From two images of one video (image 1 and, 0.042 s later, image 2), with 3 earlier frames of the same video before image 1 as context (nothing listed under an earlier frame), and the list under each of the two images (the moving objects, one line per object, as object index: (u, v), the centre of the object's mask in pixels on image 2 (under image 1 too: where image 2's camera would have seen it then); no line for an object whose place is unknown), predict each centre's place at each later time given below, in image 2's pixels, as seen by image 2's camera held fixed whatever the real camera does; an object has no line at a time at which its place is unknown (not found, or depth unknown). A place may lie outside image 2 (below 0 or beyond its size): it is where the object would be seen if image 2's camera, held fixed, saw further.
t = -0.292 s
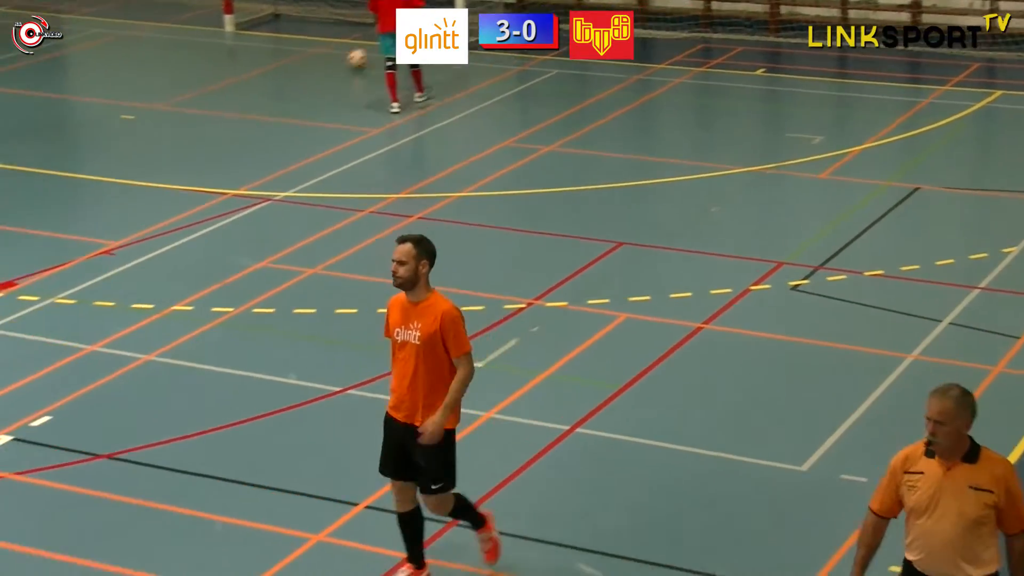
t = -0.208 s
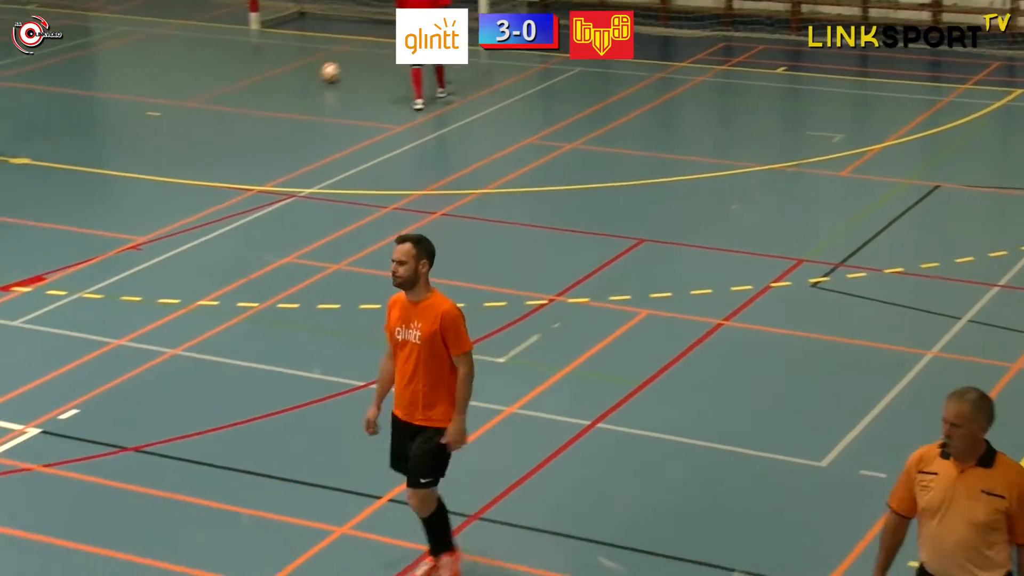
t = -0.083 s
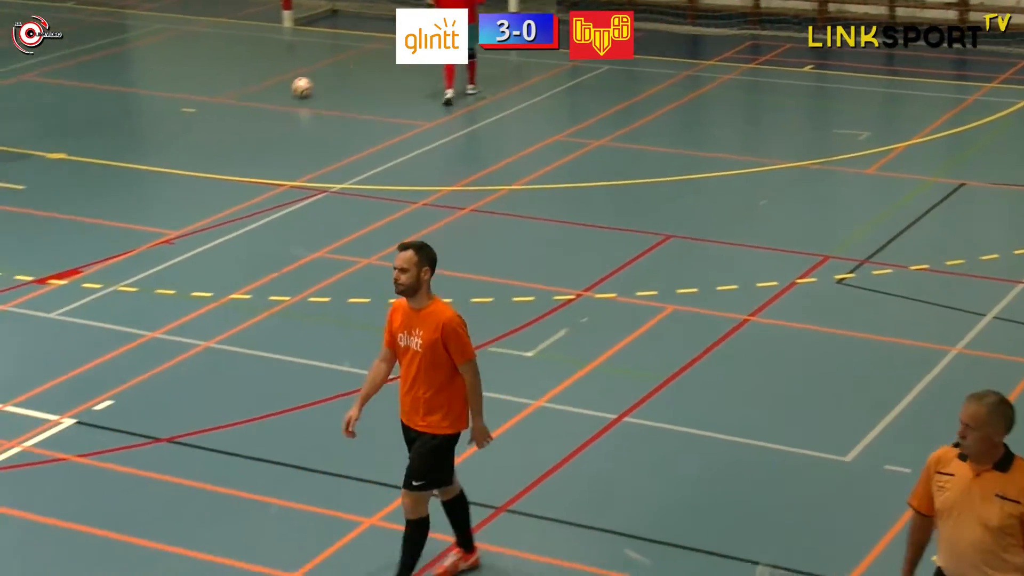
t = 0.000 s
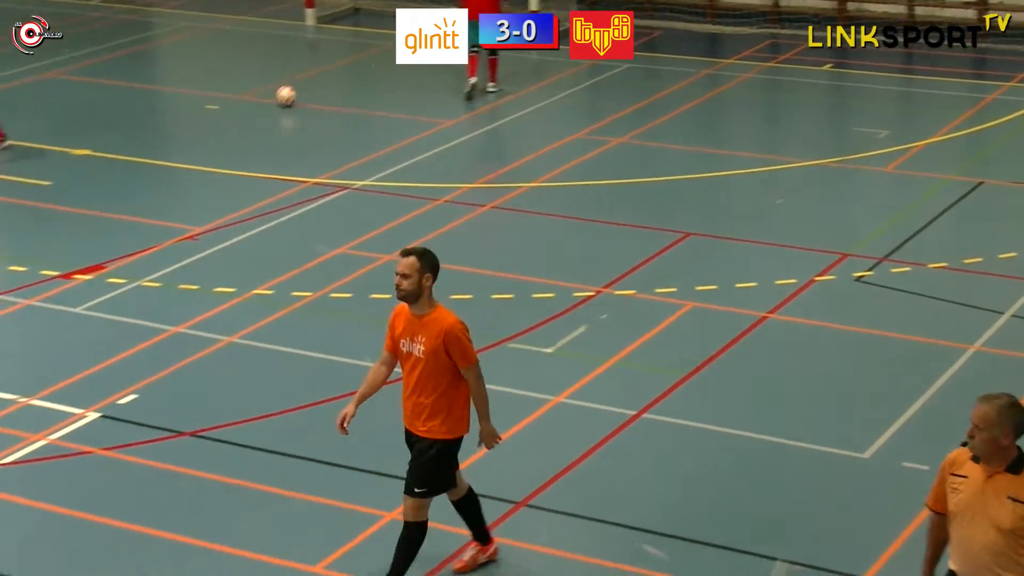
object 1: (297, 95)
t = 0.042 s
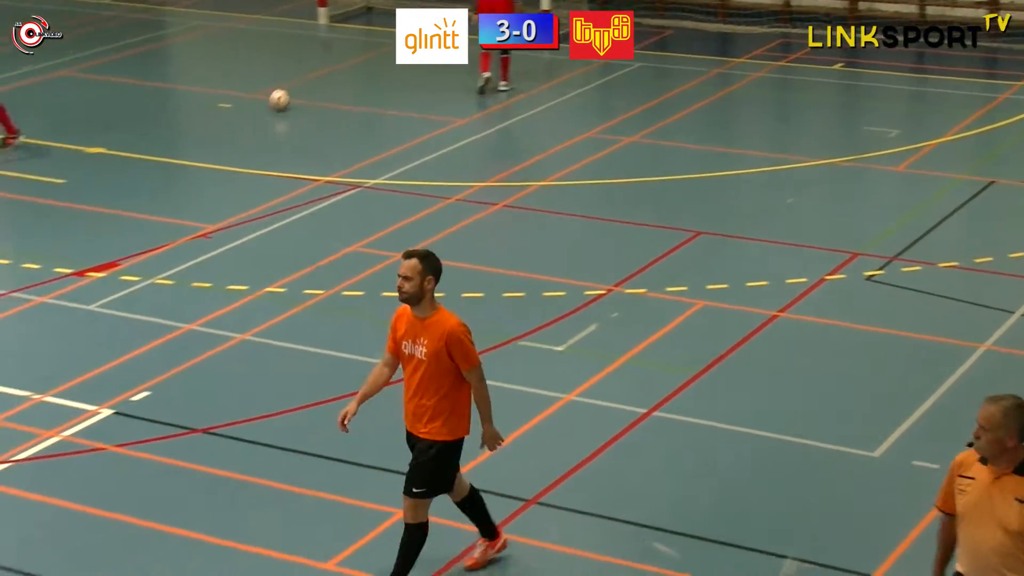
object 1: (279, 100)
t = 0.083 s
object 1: (263, 106)
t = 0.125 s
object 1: (246, 110)
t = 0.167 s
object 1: (229, 115)
